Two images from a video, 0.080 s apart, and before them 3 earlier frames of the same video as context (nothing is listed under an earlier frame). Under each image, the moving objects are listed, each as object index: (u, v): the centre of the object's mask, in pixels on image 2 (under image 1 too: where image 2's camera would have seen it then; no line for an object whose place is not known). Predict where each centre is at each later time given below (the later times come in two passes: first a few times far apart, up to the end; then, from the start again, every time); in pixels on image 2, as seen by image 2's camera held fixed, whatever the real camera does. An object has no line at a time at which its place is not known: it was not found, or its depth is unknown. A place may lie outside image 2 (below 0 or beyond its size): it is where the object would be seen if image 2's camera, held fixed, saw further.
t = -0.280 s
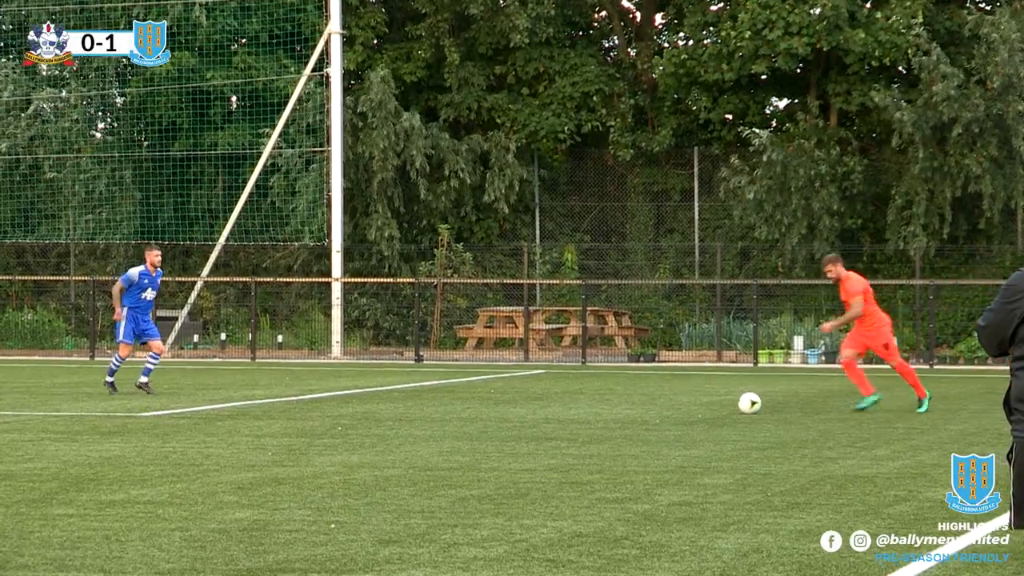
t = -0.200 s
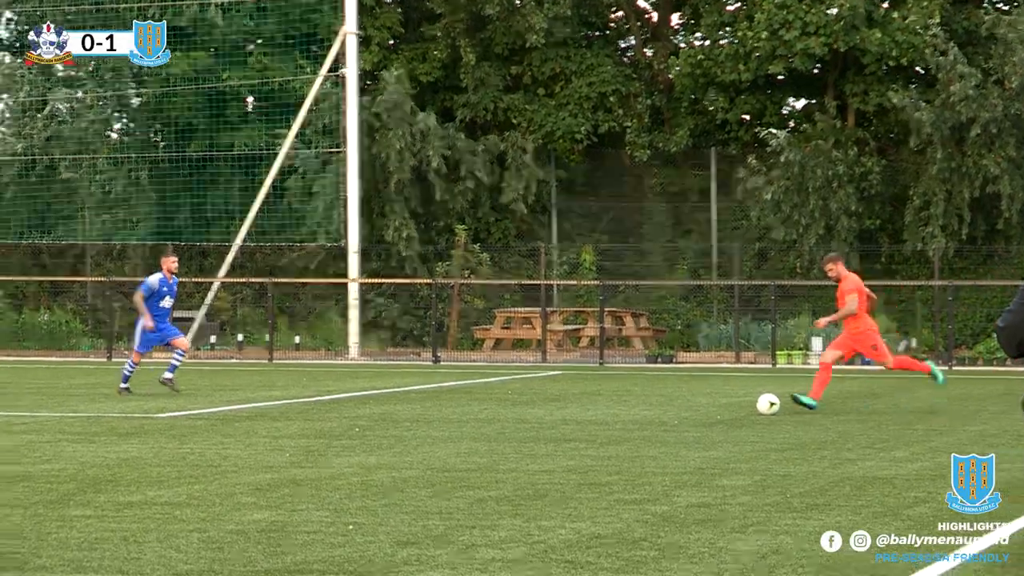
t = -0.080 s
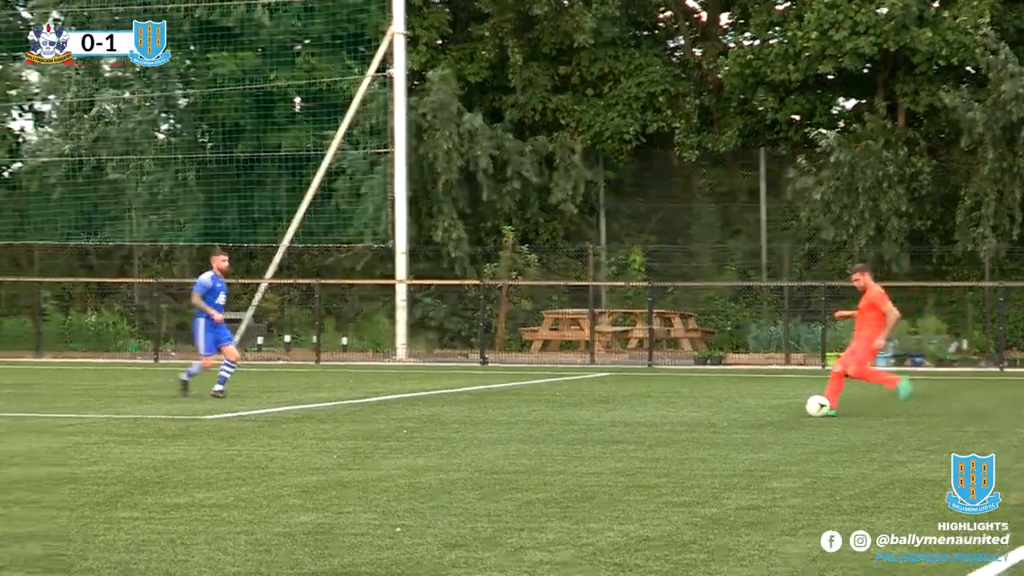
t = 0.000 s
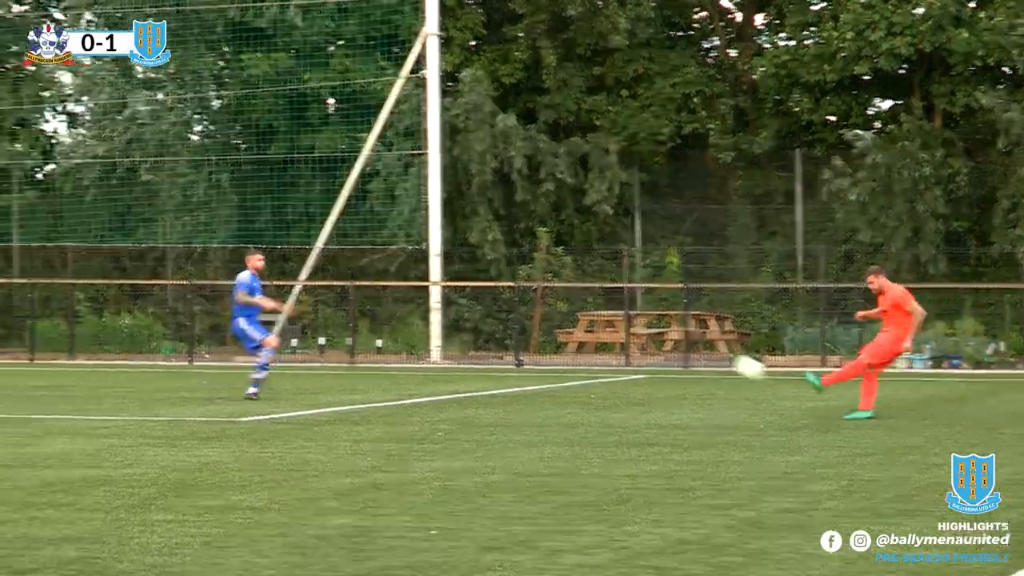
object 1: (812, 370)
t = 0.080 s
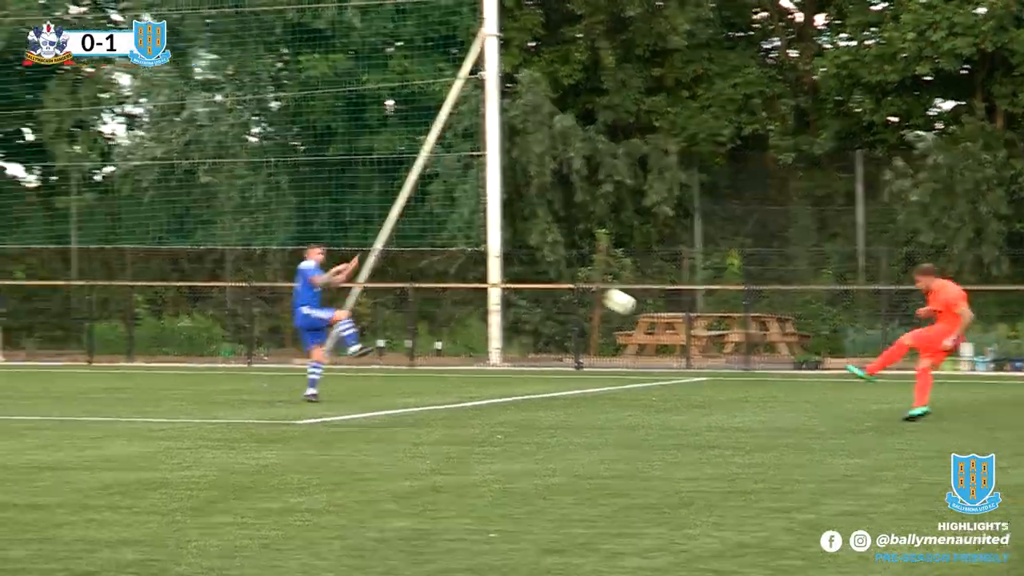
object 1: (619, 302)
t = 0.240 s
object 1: (292, 199)
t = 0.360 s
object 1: (84, 146)
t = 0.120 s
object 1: (530, 272)
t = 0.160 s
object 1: (447, 244)
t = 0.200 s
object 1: (368, 220)
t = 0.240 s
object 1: (292, 199)
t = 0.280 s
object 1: (220, 179)
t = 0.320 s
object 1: (151, 161)
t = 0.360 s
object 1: (84, 146)
